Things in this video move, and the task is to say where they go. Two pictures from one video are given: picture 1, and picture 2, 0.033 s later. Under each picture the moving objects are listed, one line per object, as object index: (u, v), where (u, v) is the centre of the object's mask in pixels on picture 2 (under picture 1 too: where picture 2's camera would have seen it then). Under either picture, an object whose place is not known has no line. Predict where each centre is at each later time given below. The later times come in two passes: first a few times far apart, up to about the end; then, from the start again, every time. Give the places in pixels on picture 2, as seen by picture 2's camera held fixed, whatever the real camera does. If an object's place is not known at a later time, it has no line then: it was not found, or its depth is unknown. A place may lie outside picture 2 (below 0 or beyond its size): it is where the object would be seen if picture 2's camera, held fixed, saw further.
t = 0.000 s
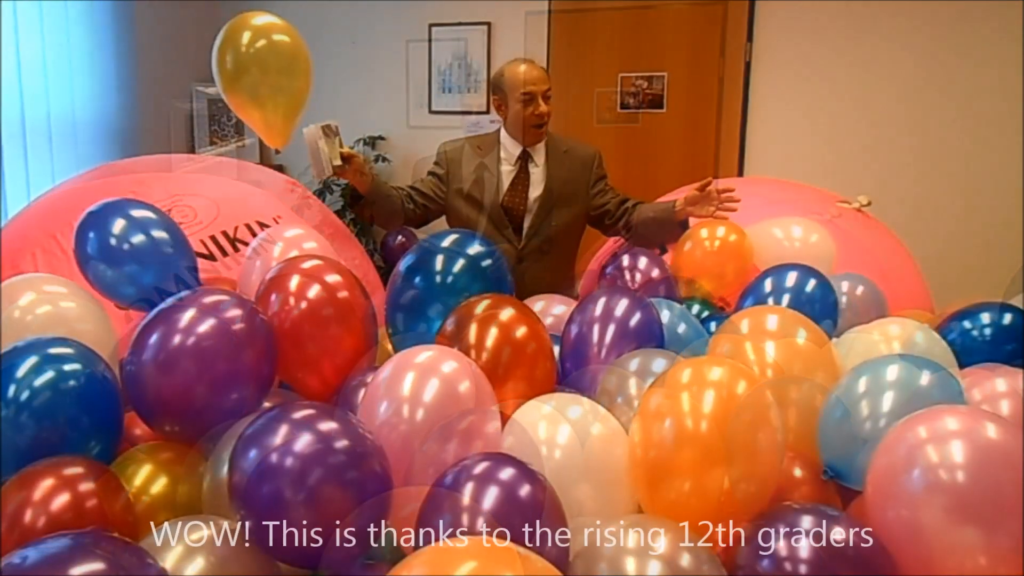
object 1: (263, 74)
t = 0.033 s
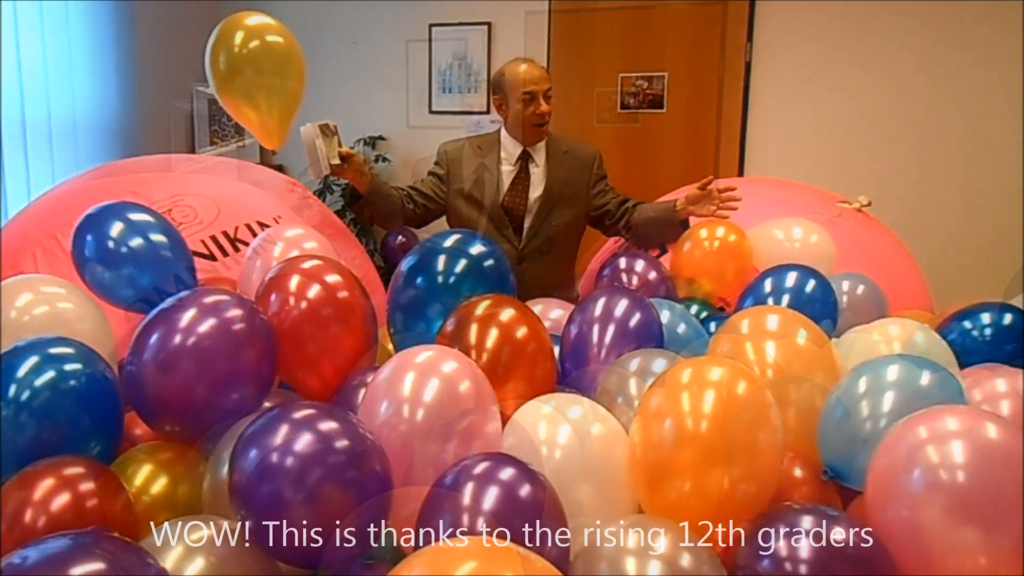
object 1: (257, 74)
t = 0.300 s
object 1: (210, 108)
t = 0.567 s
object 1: (178, 194)
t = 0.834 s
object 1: (156, 216)
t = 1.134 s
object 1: (144, 246)
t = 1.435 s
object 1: (118, 281)
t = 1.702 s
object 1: (94, 312)
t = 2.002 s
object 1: (93, 312)
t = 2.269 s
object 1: (93, 312)
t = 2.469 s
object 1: (93, 312)
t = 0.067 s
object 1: (251, 76)
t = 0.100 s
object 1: (245, 78)
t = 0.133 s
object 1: (238, 81)
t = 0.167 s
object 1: (233, 85)
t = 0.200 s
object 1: (227, 89)
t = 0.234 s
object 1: (221, 95)
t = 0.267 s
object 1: (216, 102)
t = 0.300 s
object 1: (210, 108)
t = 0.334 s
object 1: (205, 117)
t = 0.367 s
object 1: (200, 126)
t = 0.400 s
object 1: (196, 135)
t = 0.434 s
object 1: (191, 146)
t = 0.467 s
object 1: (188, 157)
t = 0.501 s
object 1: (184, 169)
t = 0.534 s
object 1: (181, 182)
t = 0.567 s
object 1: (178, 194)
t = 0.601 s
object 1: (176, 208)
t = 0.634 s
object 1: (173, 217)
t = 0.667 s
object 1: (168, 219)
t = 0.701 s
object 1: (166, 218)
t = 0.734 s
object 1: (163, 217)
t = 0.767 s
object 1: (161, 216)
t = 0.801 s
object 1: (158, 216)
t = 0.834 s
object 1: (156, 216)
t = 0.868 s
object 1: (154, 217)
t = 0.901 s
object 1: (152, 219)
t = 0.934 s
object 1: (150, 221)
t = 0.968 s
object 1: (148, 224)
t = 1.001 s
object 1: (147, 227)
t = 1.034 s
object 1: (145, 231)
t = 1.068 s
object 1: (145, 235)
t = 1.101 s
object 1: (144, 240)
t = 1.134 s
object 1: (144, 246)
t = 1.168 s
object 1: (143, 251)
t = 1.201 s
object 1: (142, 256)
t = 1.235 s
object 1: (141, 262)
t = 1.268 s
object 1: (139, 267)
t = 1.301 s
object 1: (134, 269)
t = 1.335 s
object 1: (130, 272)
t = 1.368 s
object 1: (126, 275)
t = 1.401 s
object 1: (122, 277)
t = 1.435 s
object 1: (118, 281)
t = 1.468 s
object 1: (114, 284)
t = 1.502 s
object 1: (110, 289)
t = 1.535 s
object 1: (106, 293)
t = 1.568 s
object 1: (103, 297)
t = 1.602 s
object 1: (100, 300)
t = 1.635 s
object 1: (98, 304)
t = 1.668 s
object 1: (96, 308)
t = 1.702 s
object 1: (94, 312)
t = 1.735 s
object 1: (94, 313)
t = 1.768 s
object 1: (94, 312)
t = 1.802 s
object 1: (94, 312)
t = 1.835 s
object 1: (94, 312)
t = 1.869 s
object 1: (94, 312)
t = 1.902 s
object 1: (94, 312)
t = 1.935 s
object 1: (94, 312)
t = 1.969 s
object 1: (94, 312)
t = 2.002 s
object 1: (93, 312)
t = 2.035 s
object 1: (93, 312)
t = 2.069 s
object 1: (93, 312)
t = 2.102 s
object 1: (93, 312)
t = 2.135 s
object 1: (93, 312)
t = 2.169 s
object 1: (93, 312)
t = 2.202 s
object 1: (93, 312)
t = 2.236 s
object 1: (93, 312)
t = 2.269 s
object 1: (93, 312)
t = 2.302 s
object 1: (93, 312)
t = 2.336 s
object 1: (93, 312)
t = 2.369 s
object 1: (93, 312)
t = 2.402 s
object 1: (93, 312)
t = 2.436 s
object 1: (93, 312)
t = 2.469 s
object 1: (93, 312)
